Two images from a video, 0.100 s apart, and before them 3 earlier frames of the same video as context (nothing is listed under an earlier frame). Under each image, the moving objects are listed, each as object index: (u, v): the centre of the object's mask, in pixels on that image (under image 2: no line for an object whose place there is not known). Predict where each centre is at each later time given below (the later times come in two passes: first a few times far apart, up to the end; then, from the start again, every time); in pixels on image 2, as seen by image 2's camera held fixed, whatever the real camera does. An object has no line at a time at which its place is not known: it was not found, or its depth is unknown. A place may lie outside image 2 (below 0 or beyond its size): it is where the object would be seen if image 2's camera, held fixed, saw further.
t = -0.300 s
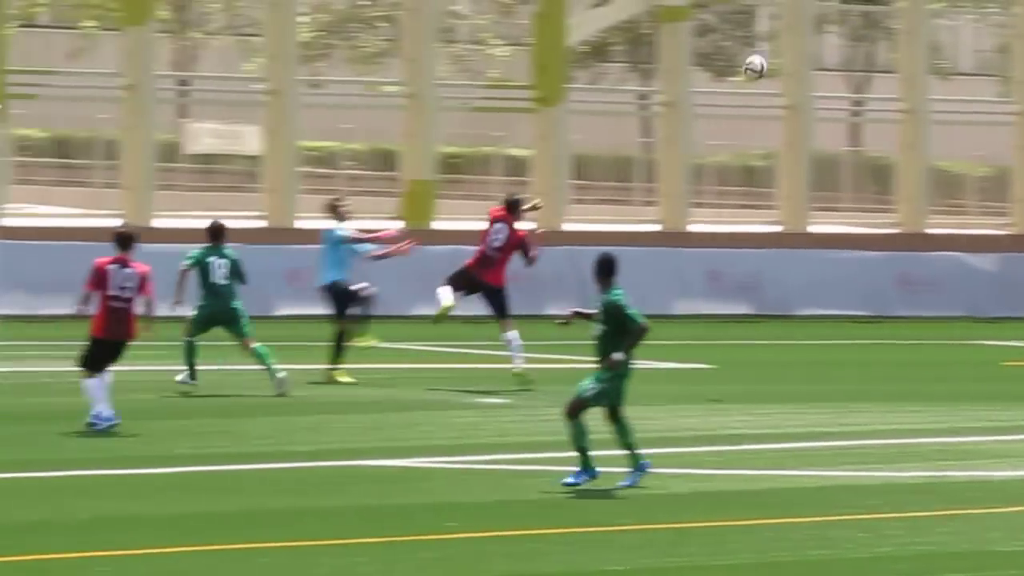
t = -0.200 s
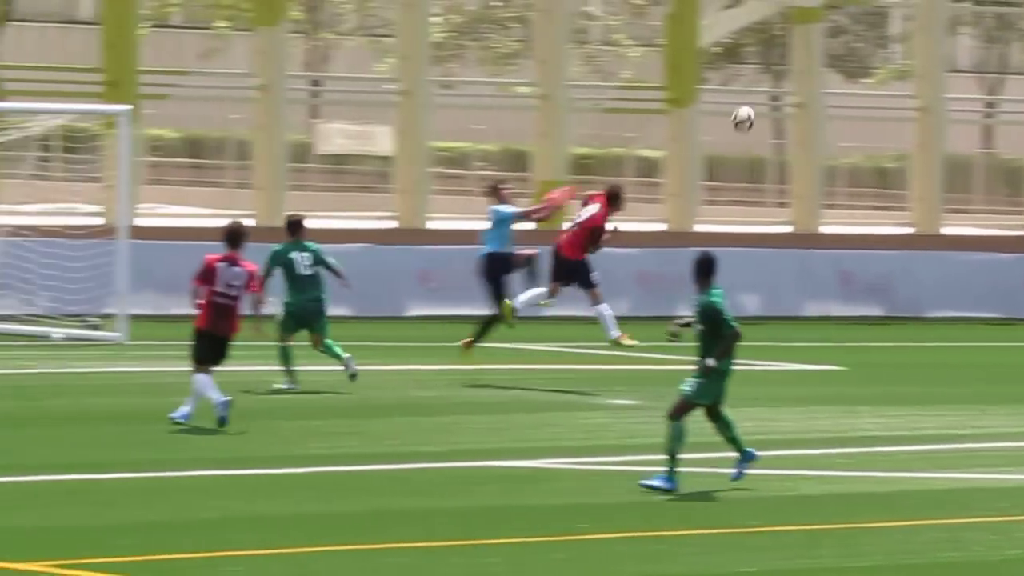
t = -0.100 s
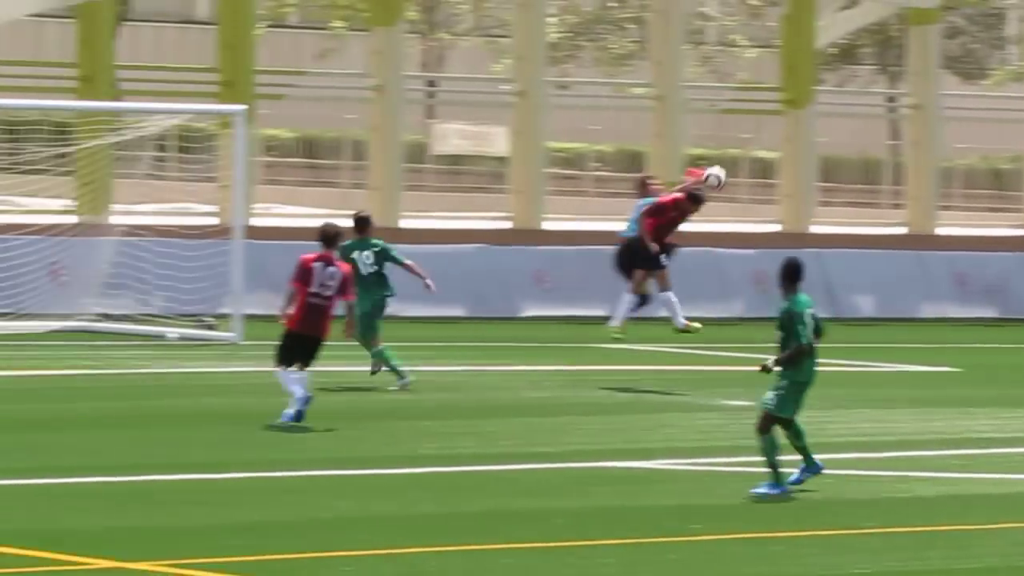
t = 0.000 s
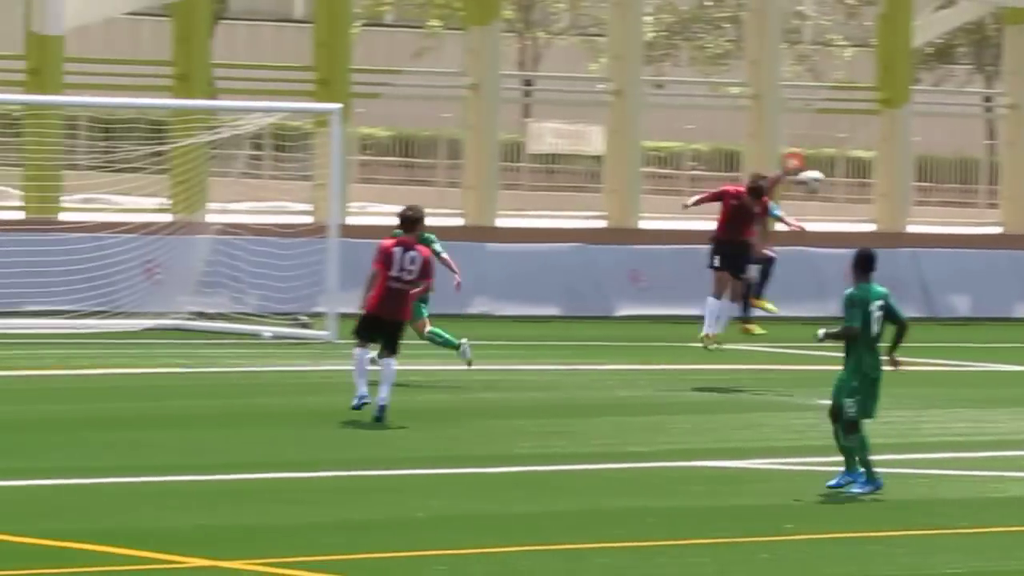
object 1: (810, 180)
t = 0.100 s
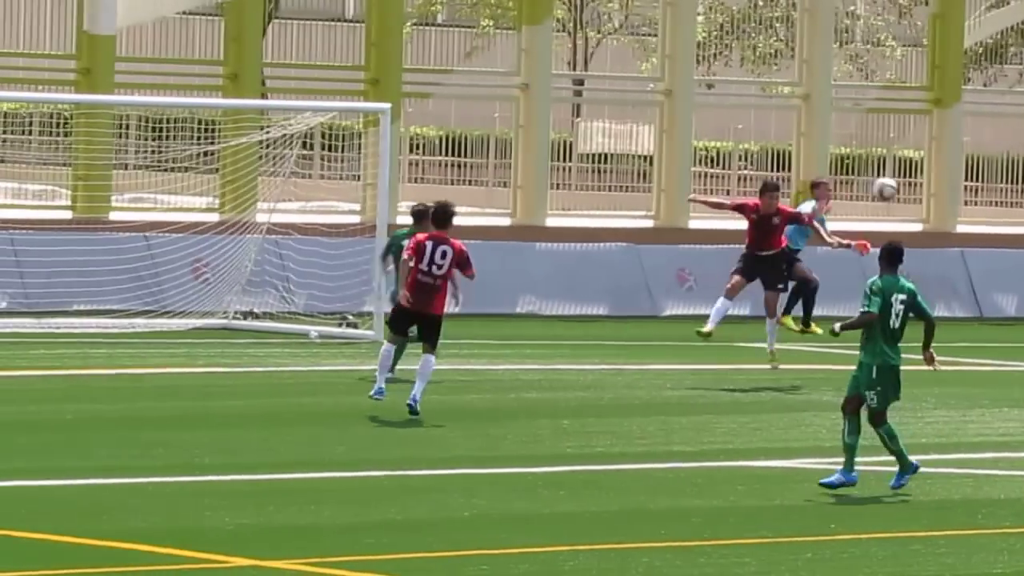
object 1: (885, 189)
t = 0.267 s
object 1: (925, 223)
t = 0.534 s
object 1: (989, 342)
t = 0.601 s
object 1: (1004, 384)
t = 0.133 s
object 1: (893, 194)
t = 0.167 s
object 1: (901, 200)
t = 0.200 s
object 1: (909, 206)
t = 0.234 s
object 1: (917, 214)
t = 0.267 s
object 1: (925, 223)
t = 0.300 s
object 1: (933, 234)
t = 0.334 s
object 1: (942, 246)
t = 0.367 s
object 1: (950, 260)
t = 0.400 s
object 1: (957, 273)
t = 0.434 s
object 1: (966, 287)
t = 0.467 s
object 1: (973, 305)
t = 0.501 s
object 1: (981, 323)
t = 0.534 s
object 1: (989, 342)
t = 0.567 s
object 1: (997, 363)
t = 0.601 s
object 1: (1004, 384)
